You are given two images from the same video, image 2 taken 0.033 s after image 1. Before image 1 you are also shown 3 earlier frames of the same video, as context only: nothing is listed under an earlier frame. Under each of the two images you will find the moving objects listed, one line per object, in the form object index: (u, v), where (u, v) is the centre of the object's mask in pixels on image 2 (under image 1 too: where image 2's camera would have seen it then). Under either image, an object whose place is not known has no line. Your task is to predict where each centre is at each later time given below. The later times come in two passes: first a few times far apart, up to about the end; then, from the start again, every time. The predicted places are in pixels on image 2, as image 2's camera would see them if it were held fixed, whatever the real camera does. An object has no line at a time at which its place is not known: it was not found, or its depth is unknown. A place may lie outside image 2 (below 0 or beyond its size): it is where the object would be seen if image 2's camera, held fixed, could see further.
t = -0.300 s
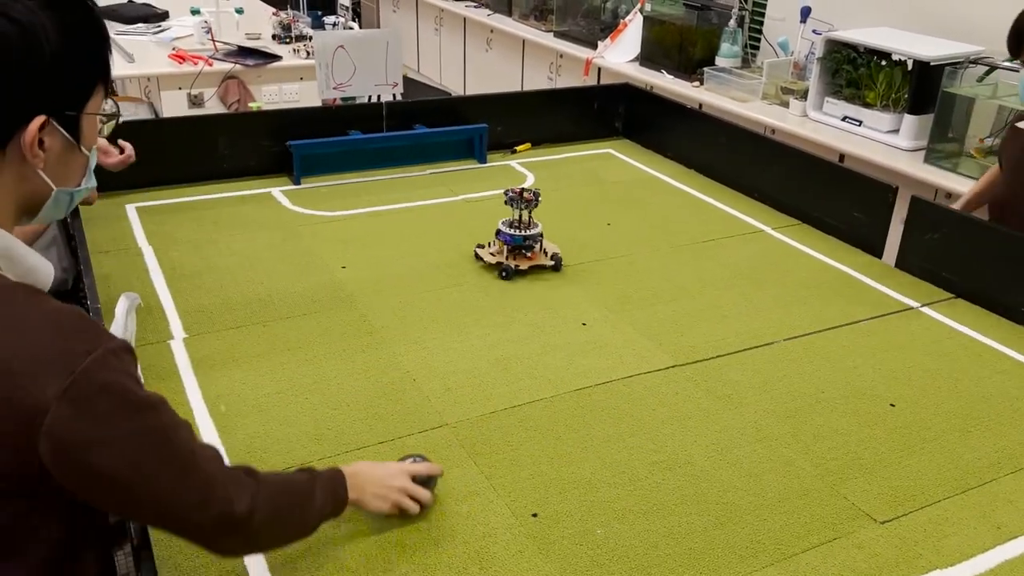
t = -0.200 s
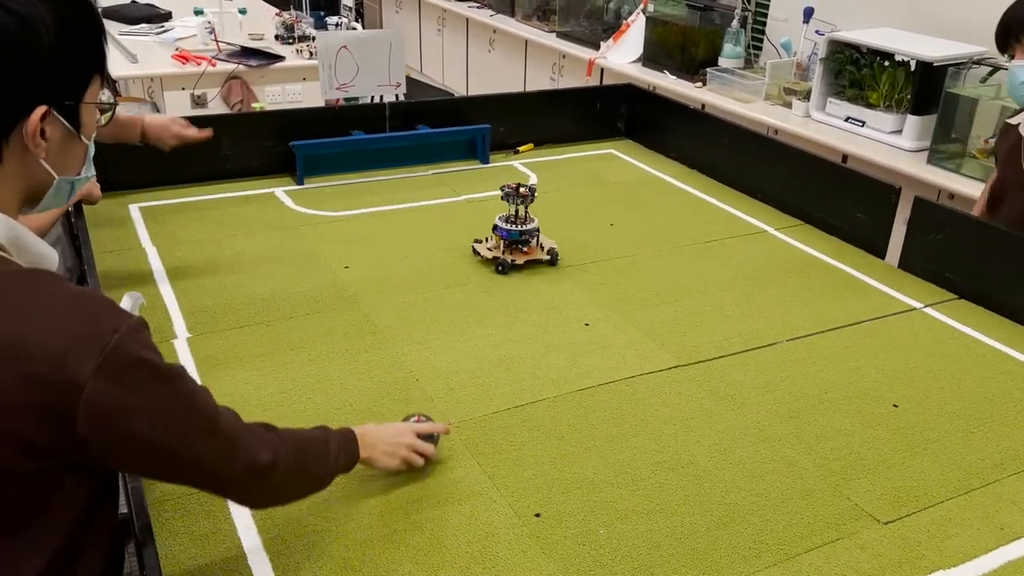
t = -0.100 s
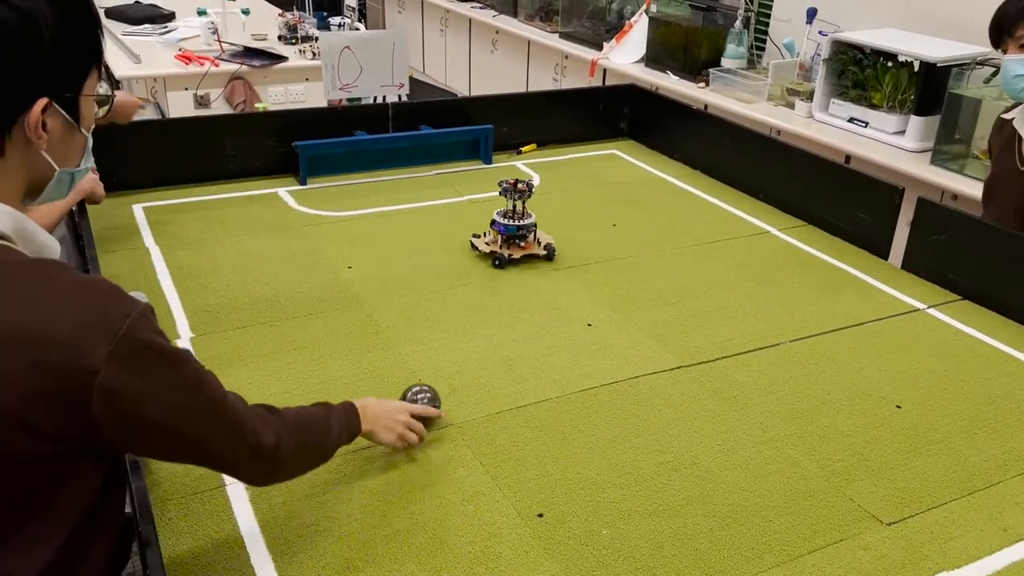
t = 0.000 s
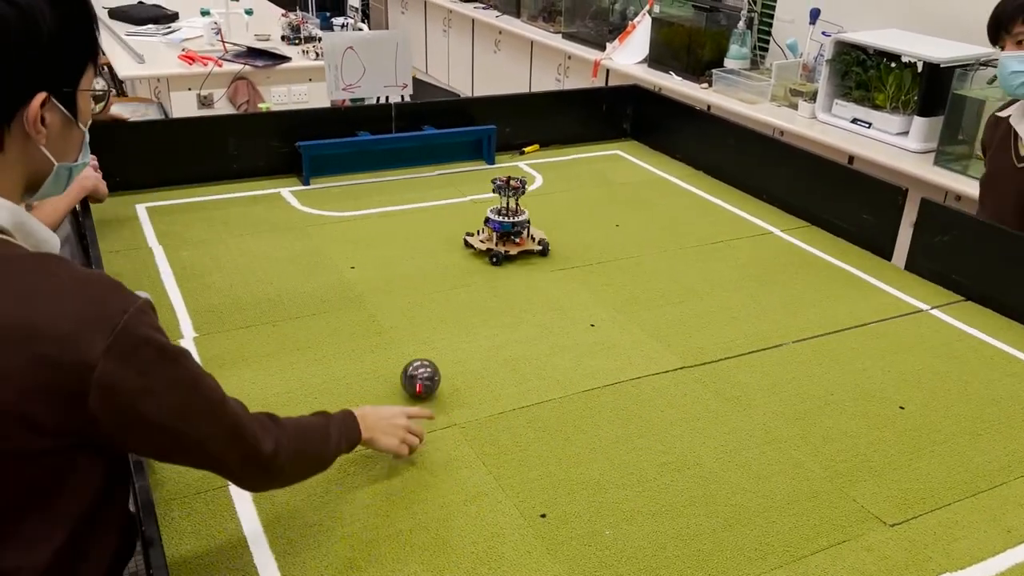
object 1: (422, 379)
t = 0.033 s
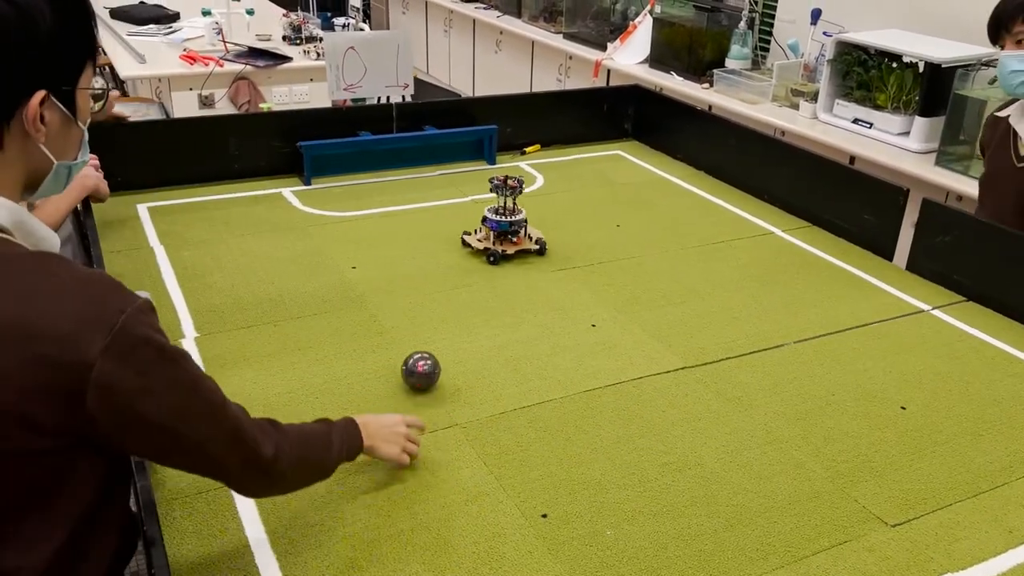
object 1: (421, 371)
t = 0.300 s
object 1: (411, 317)
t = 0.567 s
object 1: (397, 279)
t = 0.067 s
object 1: (420, 363)
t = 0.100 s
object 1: (418, 356)
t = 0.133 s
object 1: (417, 348)
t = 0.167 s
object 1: (416, 341)
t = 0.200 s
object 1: (415, 335)
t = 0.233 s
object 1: (414, 328)
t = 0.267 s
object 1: (413, 323)
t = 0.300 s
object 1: (411, 317)
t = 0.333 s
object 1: (410, 312)
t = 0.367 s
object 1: (408, 307)
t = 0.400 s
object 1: (406, 302)
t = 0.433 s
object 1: (405, 297)
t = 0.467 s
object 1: (403, 293)
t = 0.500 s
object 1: (401, 288)
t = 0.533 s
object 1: (399, 283)
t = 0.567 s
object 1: (397, 279)
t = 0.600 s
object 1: (395, 275)
